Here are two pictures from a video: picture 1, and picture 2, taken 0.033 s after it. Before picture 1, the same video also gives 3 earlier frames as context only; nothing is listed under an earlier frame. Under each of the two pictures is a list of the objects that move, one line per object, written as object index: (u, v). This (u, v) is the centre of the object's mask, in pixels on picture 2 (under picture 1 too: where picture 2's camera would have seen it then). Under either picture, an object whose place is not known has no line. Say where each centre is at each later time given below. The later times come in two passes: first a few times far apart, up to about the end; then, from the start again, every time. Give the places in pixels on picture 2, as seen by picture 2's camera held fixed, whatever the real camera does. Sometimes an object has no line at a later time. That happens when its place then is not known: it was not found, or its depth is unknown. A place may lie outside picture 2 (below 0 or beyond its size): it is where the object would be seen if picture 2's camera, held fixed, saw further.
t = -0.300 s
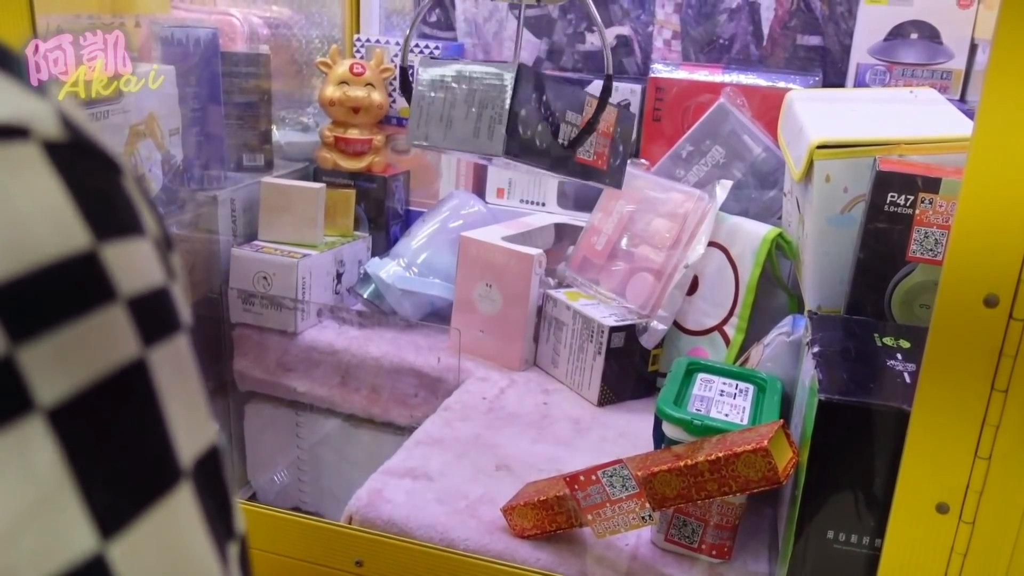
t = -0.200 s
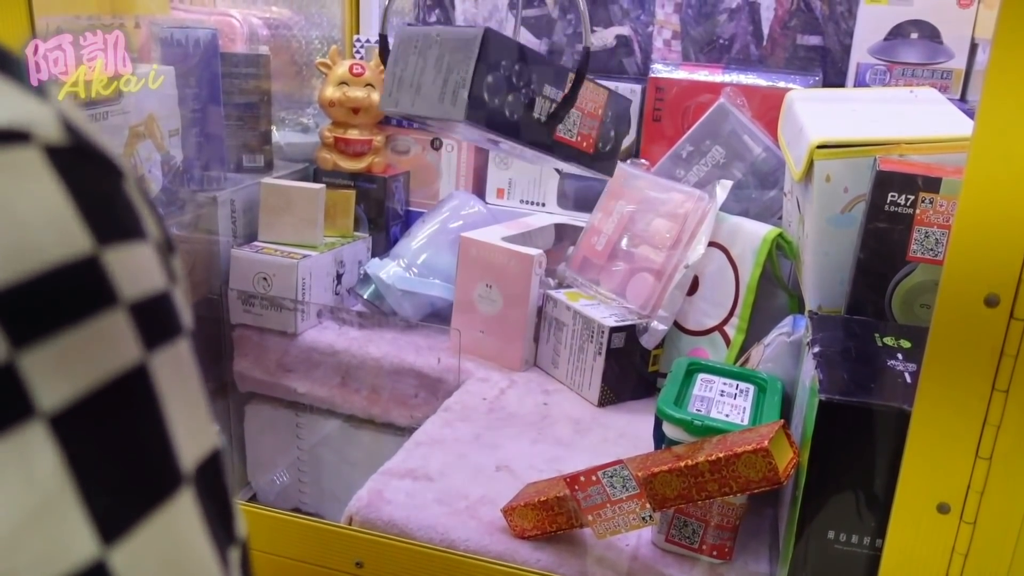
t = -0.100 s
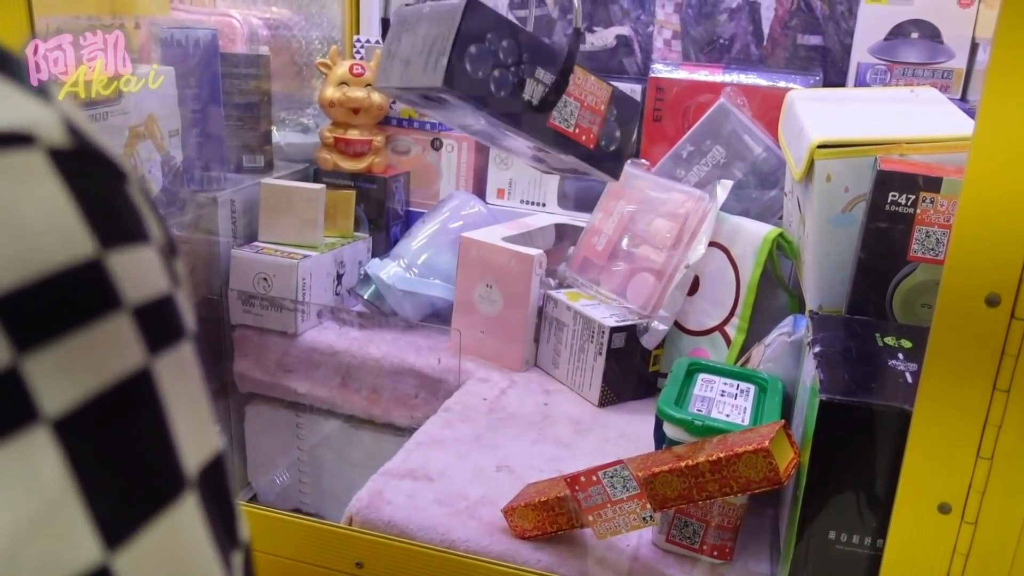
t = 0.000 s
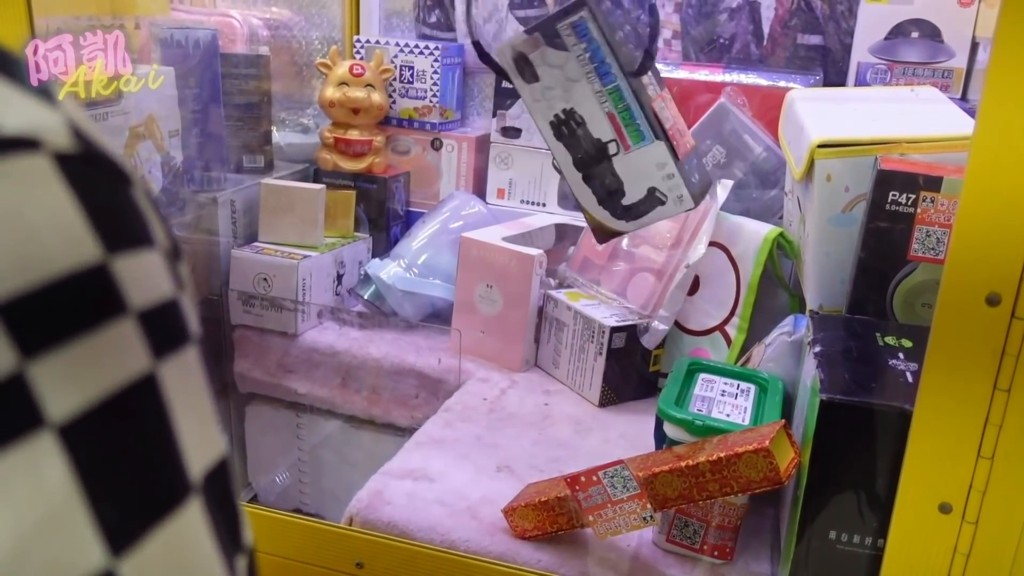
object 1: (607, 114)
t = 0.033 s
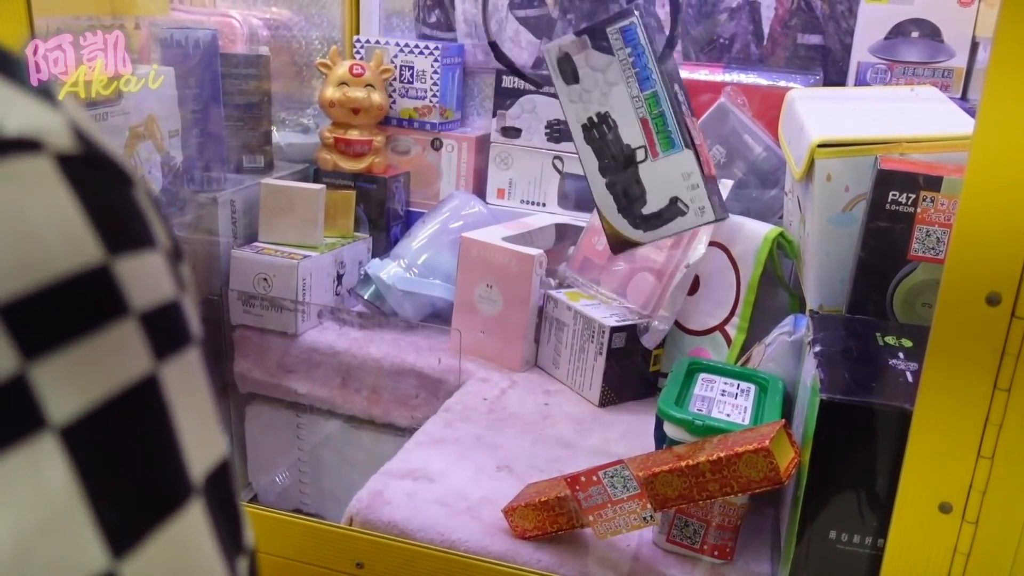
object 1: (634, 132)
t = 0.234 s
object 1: (657, 287)
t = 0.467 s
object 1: (574, 394)
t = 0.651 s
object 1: (569, 400)
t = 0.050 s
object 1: (644, 144)
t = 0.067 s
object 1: (654, 158)
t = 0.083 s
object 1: (664, 176)
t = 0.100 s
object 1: (673, 197)
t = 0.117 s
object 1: (681, 219)
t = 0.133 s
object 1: (689, 245)
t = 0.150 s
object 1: (695, 263)
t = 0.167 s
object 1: (691, 270)
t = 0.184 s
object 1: (681, 274)
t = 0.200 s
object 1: (668, 282)
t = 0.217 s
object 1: (658, 287)
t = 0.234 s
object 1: (657, 287)
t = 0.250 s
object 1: (655, 289)
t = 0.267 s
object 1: (650, 294)
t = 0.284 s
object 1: (645, 298)
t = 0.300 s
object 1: (640, 302)
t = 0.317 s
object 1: (635, 306)
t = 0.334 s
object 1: (630, 310)
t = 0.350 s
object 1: (626, 314)
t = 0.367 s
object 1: (620, 320)
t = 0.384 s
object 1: (612, 328)
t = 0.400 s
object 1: (604, 336)
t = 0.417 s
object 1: (592, 350)
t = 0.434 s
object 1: (581, 367)
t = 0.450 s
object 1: (575, 383)
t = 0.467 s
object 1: (574, 394)
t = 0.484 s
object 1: (571, 399)
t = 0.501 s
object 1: (569, 400)
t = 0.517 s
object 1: (569, 400)
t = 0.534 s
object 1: (569, 400)
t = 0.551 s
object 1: (569, 400)
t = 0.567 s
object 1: (569, 400)
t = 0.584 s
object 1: (569, 400)
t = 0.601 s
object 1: (569, 400)
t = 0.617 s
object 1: (569, 400)
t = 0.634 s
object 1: (569, 400)
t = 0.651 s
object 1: (569, 400)
